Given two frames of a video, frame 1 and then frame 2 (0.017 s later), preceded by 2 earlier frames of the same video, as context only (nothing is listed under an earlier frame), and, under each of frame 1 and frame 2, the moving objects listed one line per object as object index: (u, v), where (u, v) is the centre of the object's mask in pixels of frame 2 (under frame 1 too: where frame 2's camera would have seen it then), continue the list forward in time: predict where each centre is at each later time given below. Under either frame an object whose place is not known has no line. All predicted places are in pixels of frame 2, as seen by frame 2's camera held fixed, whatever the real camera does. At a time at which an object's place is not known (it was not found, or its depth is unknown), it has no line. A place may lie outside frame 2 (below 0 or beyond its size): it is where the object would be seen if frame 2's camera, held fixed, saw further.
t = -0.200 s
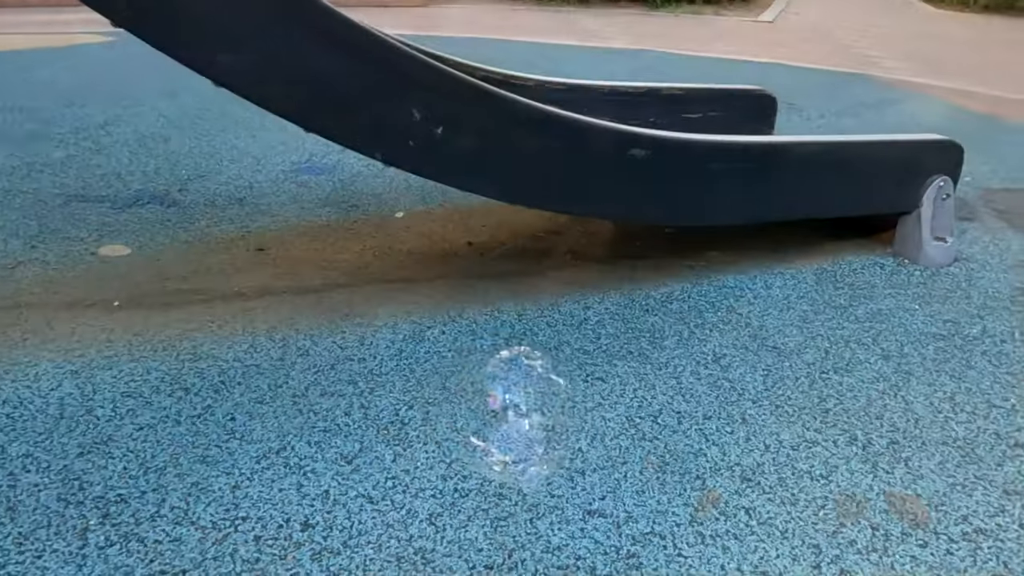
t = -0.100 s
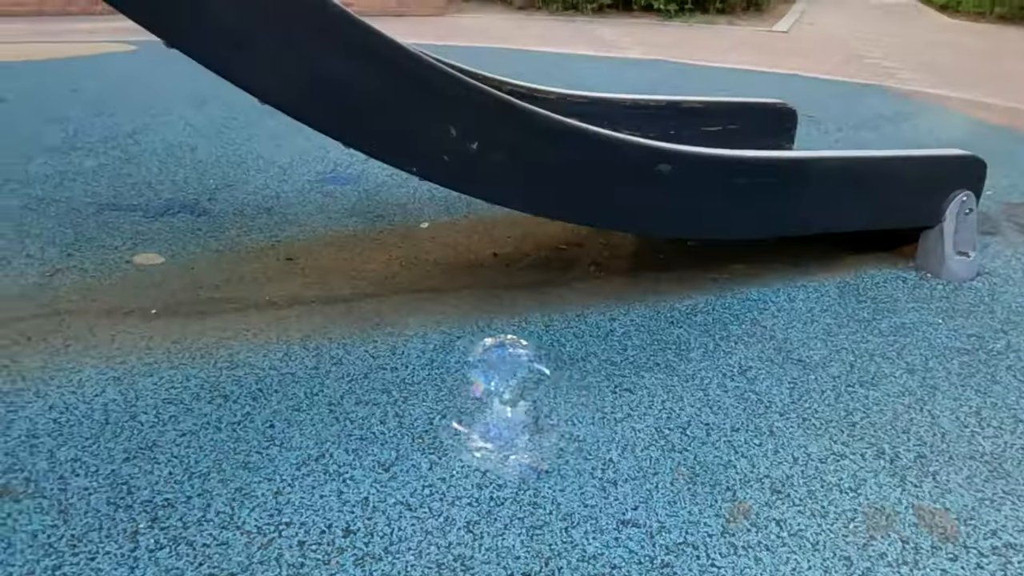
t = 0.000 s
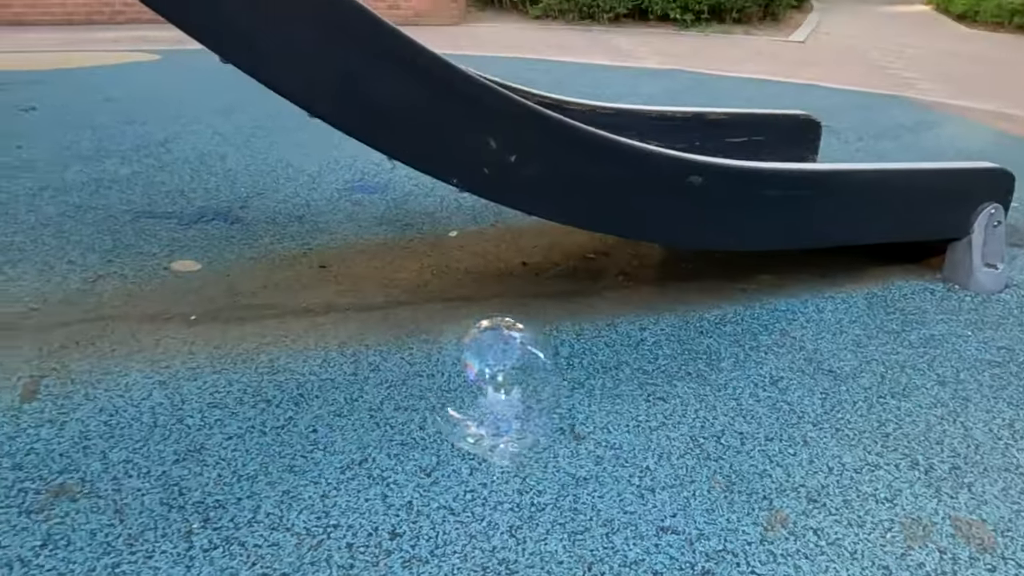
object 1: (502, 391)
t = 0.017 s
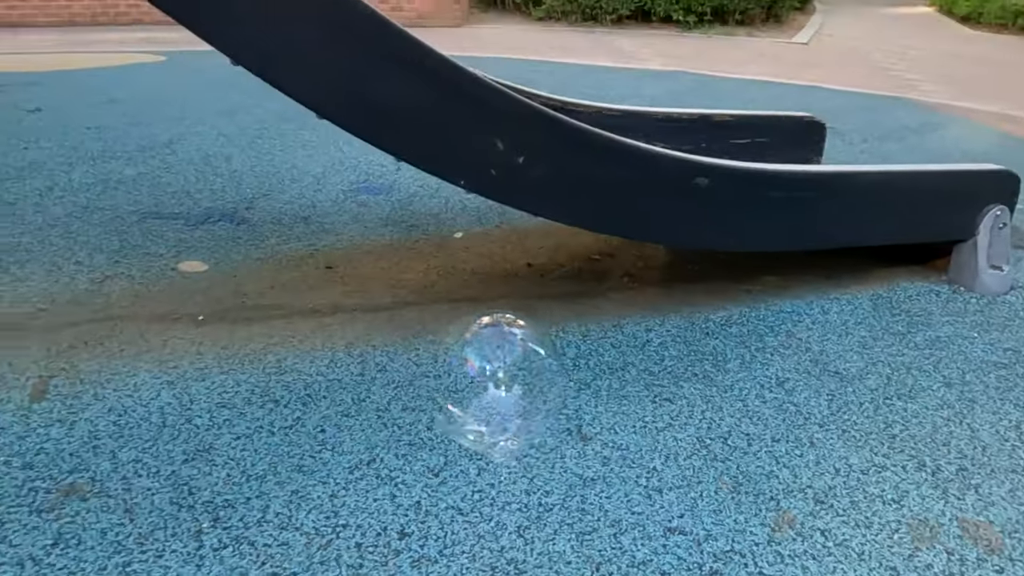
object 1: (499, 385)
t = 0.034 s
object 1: (491, 380)
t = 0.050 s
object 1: (483, 375)
